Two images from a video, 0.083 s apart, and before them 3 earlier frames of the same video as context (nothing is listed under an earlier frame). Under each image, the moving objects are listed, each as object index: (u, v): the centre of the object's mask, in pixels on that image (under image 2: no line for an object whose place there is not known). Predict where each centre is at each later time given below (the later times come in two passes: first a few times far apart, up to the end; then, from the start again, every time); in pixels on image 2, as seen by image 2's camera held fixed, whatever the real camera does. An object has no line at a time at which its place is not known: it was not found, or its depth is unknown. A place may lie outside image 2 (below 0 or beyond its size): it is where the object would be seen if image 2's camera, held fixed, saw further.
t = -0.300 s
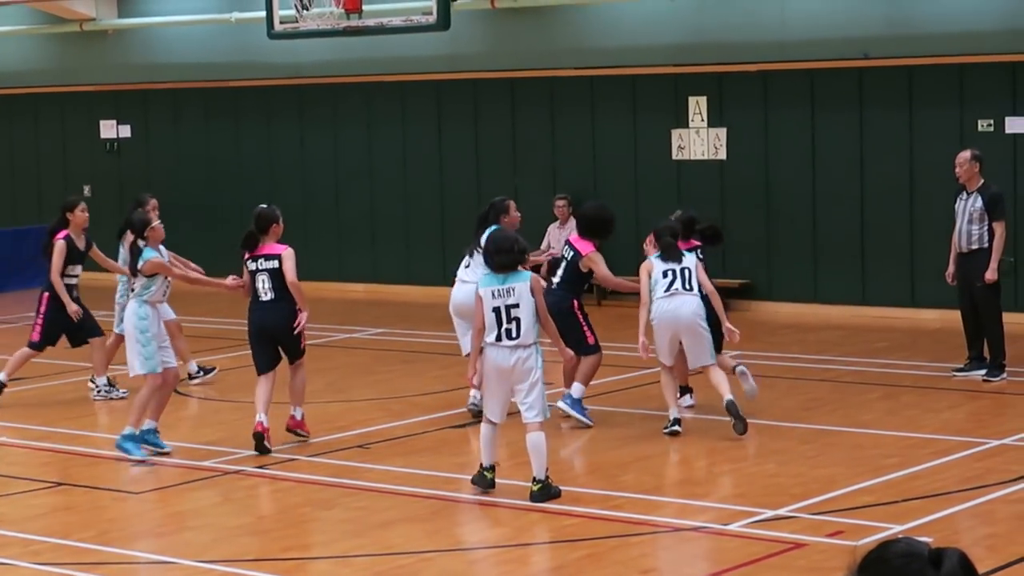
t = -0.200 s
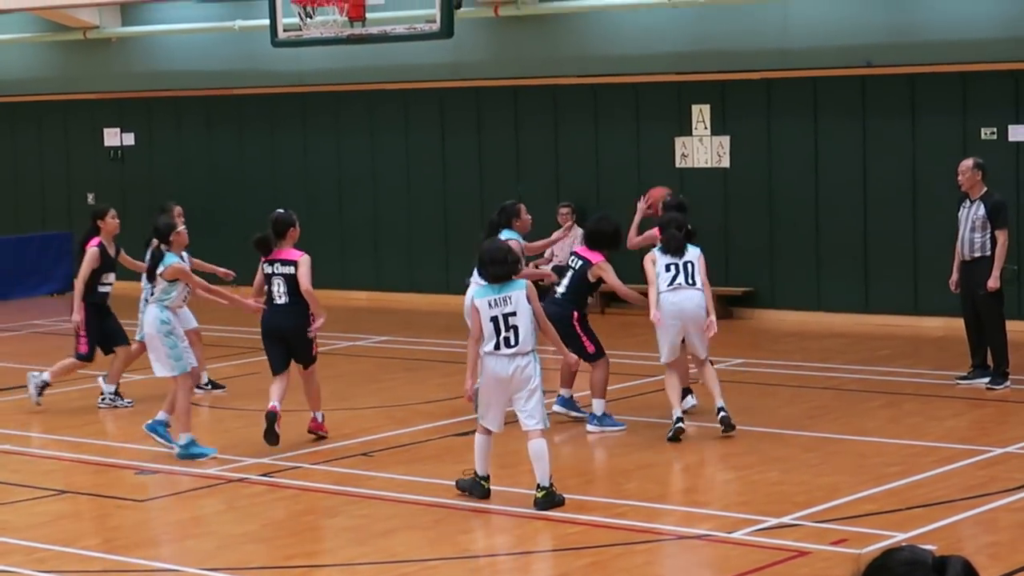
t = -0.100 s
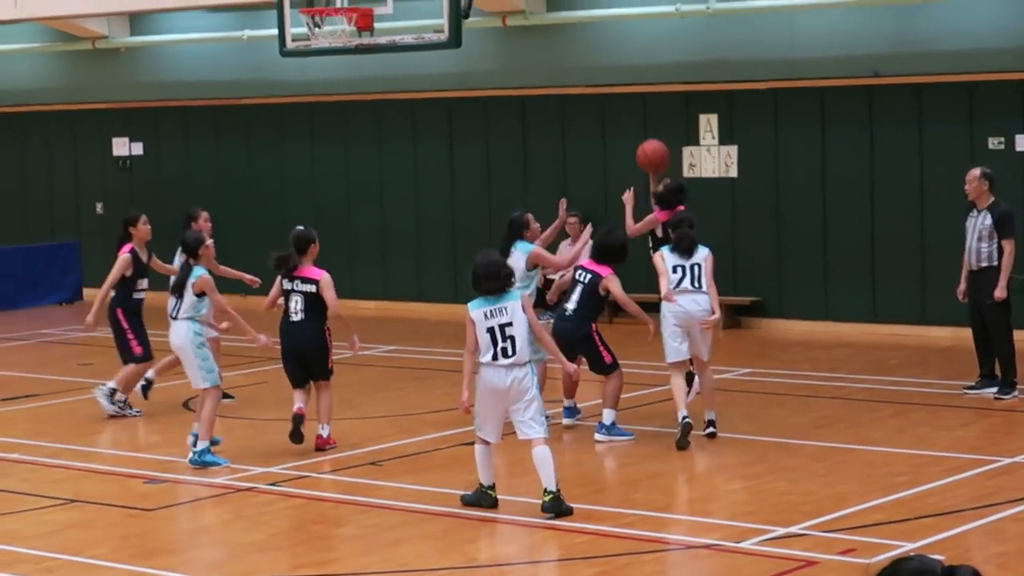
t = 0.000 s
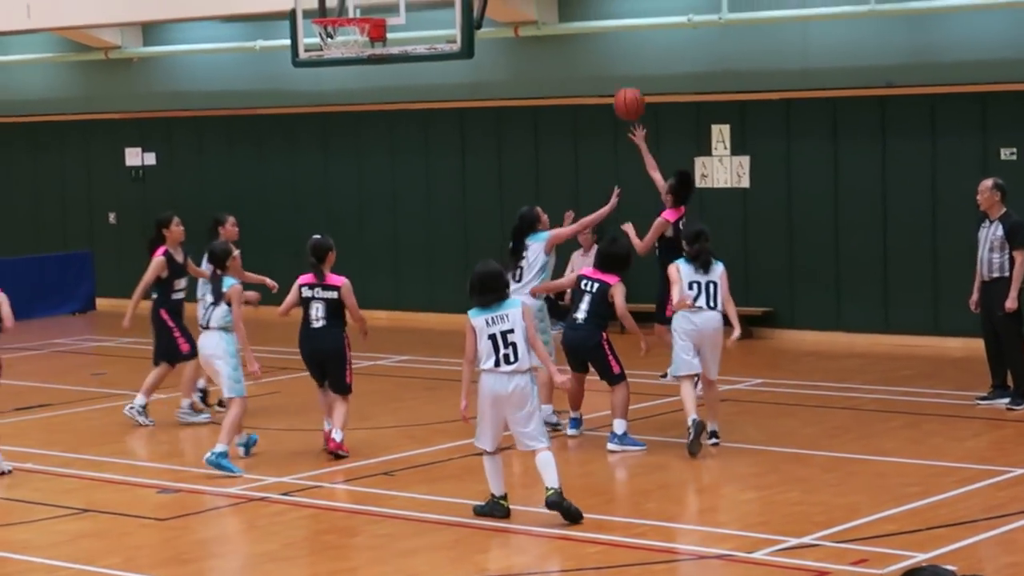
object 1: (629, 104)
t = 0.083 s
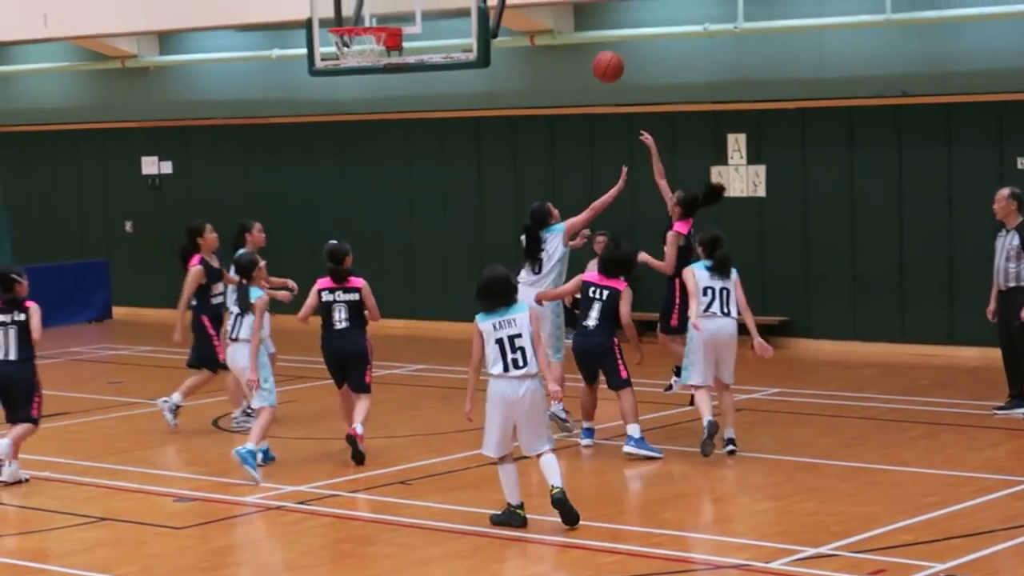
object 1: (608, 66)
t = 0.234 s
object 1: (543, 10)
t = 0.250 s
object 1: (537, 6)
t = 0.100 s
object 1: (600, 59)
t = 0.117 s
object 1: (593, 51)
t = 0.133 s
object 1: (586, 44)
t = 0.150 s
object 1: (579, 37)
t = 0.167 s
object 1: (572, 31)
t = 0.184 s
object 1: (565, 25)
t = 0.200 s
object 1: (558, 20)
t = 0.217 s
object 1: (551, 15)
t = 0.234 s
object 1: (543, 10)
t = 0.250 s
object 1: (537, 6)
